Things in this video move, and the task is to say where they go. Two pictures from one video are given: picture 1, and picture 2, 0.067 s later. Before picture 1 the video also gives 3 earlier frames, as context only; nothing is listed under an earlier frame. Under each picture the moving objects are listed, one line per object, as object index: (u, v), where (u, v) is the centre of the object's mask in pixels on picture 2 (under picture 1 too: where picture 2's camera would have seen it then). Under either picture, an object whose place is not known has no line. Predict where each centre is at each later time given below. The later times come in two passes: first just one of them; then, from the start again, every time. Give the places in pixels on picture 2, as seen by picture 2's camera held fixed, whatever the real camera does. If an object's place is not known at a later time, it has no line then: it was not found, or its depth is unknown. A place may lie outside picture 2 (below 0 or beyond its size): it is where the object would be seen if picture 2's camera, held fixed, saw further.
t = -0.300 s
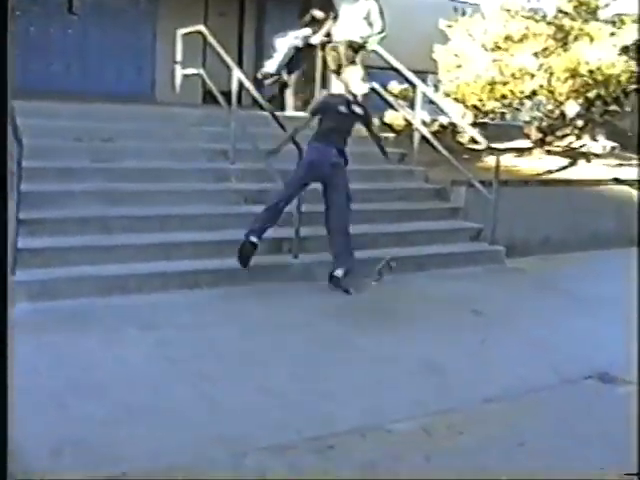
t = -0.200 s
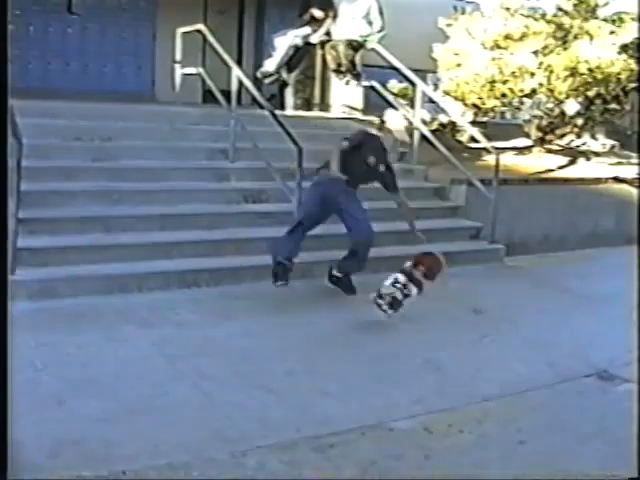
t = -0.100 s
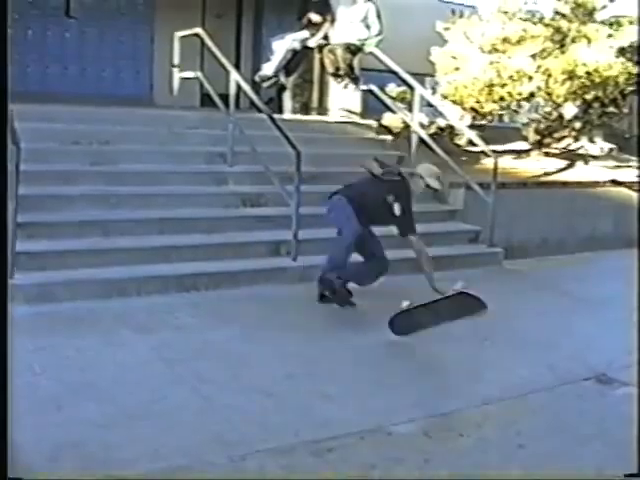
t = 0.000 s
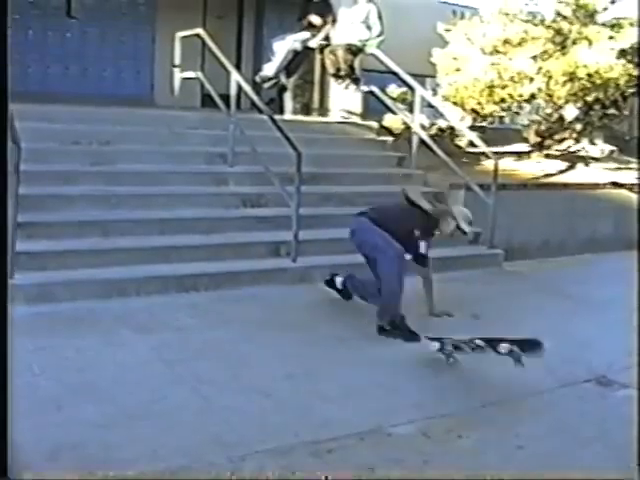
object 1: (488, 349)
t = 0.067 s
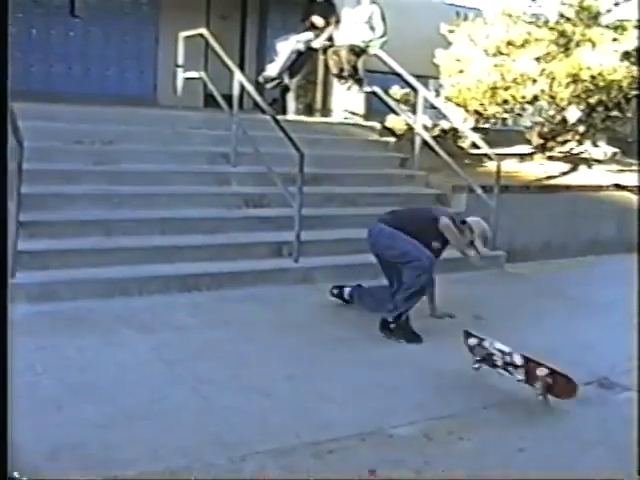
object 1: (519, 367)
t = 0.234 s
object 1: (598, 402)
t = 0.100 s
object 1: (536, 369)
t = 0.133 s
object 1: (553, 375)
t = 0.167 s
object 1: (571, 382)
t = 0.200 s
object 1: (587, 392)
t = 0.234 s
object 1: (598, 402)
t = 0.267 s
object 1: (606, 408)
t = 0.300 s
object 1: (615, 418)
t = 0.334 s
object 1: (622, 410)
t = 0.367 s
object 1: (632, 407)
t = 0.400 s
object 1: (644, 410)
